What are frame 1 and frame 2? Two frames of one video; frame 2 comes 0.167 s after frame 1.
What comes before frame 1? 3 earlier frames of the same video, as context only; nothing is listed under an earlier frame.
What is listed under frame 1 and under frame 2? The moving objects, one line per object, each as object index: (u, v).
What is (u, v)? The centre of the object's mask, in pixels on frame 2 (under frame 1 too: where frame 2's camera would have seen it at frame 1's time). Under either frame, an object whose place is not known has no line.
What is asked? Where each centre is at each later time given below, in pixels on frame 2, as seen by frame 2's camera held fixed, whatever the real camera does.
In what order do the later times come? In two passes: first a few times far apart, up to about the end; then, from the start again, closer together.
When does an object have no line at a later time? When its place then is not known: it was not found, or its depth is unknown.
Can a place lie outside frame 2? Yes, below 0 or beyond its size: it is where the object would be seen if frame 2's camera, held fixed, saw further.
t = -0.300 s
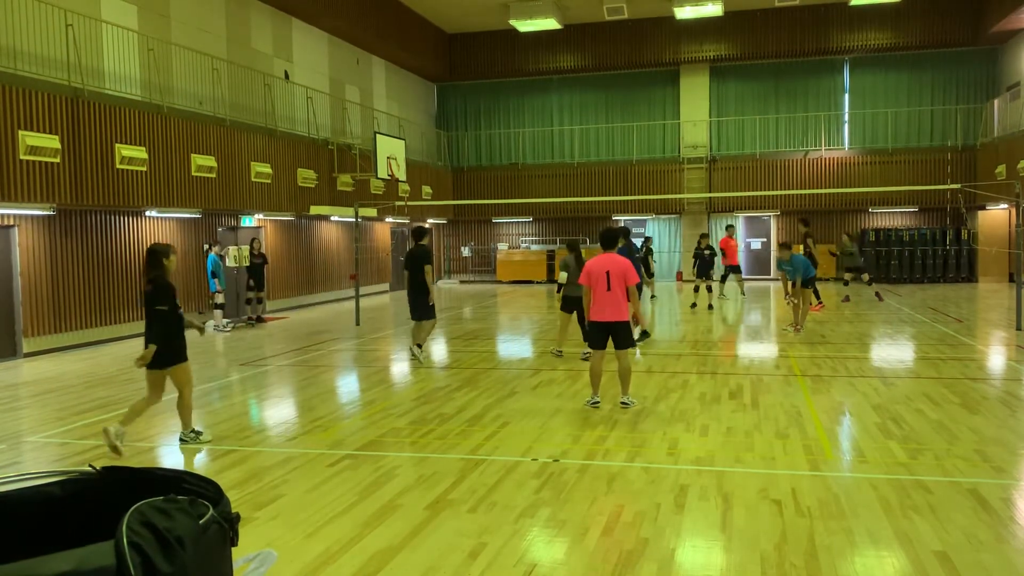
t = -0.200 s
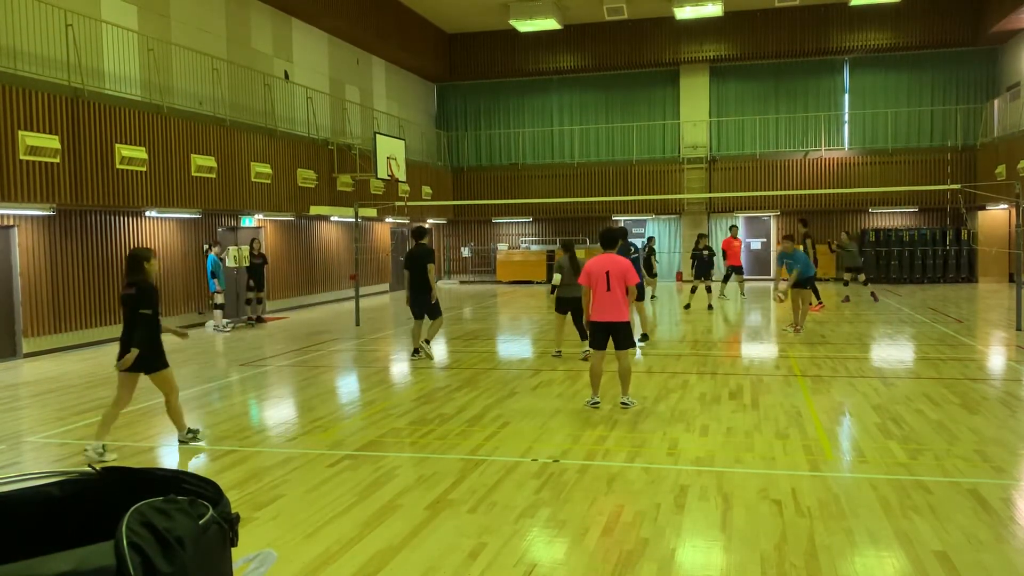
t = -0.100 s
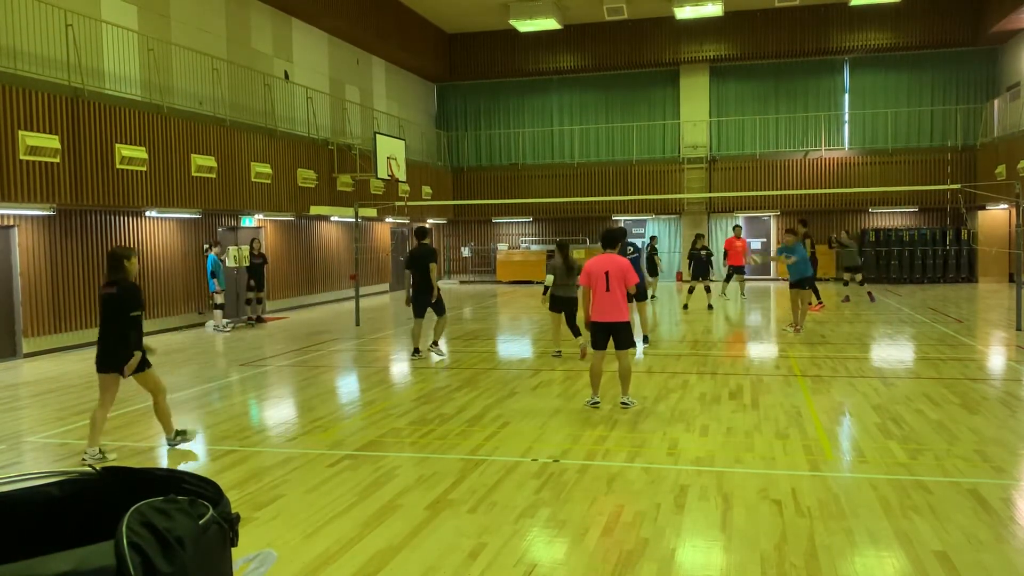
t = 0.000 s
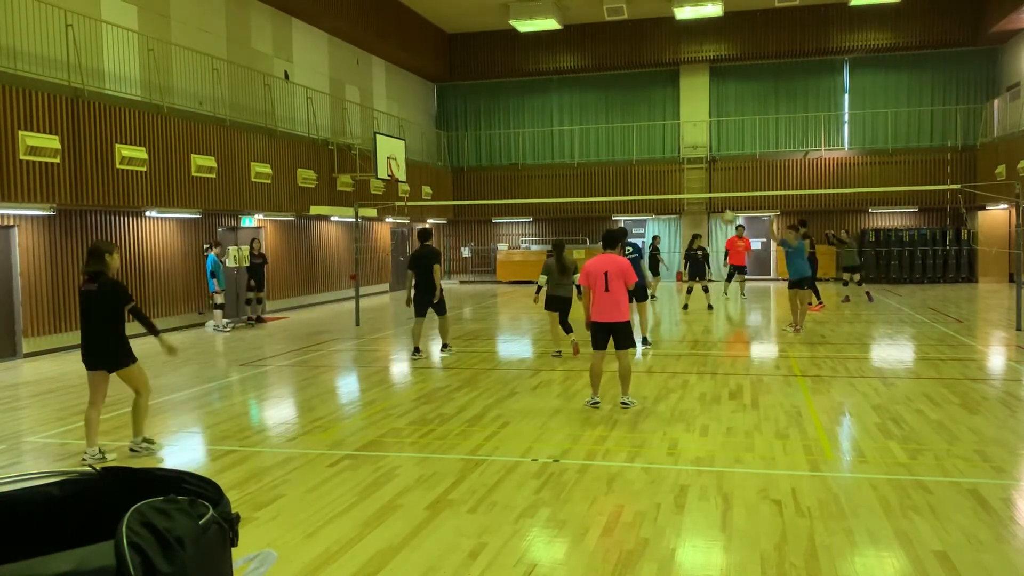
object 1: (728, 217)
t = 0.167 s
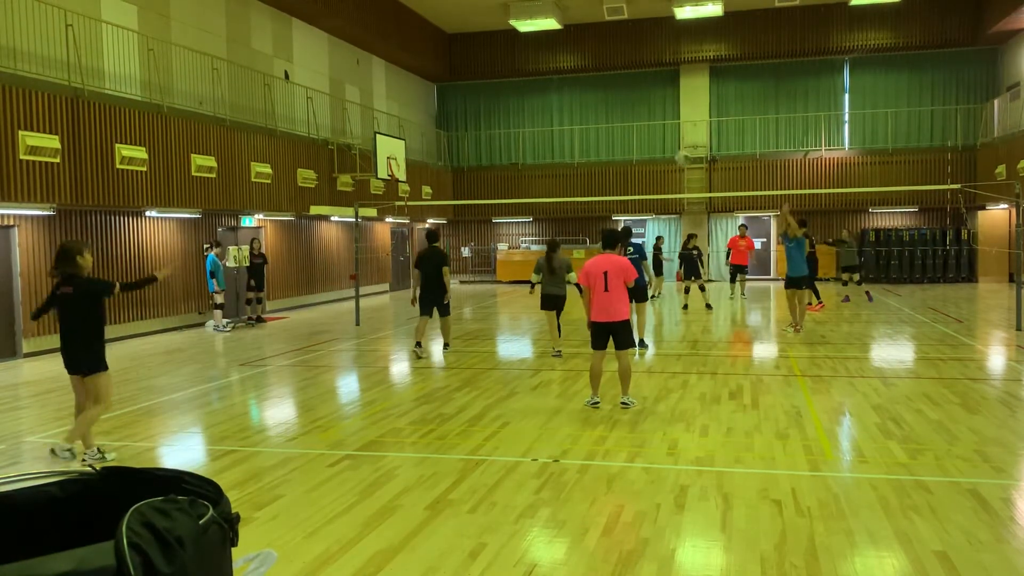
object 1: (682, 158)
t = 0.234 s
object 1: (663, 138)
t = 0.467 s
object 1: (585, 96)
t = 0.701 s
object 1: (496, 97)
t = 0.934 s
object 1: (395, 154)
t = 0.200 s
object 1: (673, 147)
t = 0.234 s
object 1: (663, 138)
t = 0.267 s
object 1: (652, 129)
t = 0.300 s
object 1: (642, 122)
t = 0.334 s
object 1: (631, 115)
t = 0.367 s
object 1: (620, 109)
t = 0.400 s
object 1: (609, 104)
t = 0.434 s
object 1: (597, 100)
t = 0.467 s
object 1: (585, 96)
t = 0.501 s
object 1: (574, 93)
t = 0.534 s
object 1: (561, 91)
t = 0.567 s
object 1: (549, 90)
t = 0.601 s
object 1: (536, 91)
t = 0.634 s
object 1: (523, 92)
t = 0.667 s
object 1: (509, 94)
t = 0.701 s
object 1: (496, 97)
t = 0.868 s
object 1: (426, 129)
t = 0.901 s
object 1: (411, 140)
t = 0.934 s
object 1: (395, 154)
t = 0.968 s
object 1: (380, 168)
